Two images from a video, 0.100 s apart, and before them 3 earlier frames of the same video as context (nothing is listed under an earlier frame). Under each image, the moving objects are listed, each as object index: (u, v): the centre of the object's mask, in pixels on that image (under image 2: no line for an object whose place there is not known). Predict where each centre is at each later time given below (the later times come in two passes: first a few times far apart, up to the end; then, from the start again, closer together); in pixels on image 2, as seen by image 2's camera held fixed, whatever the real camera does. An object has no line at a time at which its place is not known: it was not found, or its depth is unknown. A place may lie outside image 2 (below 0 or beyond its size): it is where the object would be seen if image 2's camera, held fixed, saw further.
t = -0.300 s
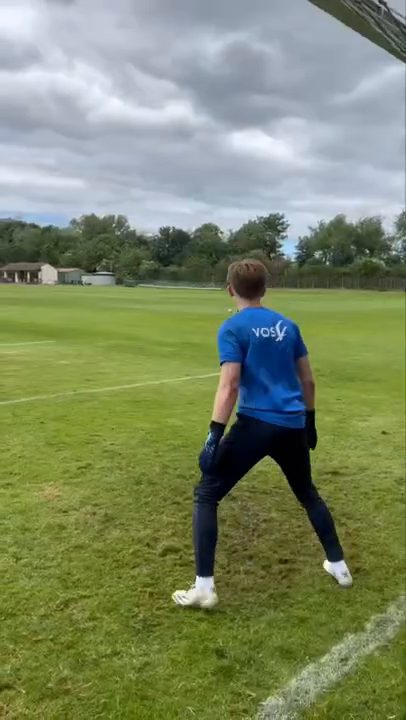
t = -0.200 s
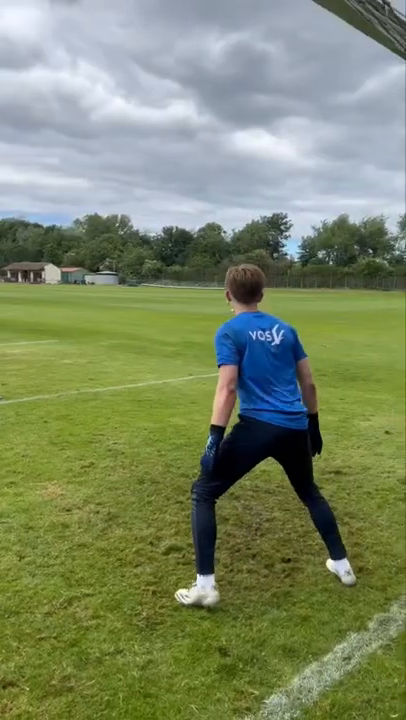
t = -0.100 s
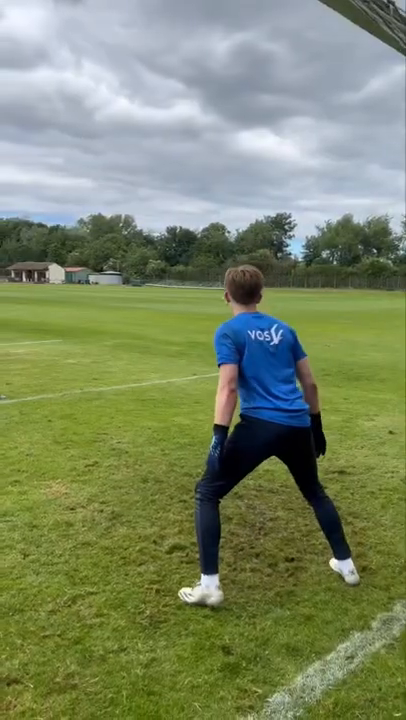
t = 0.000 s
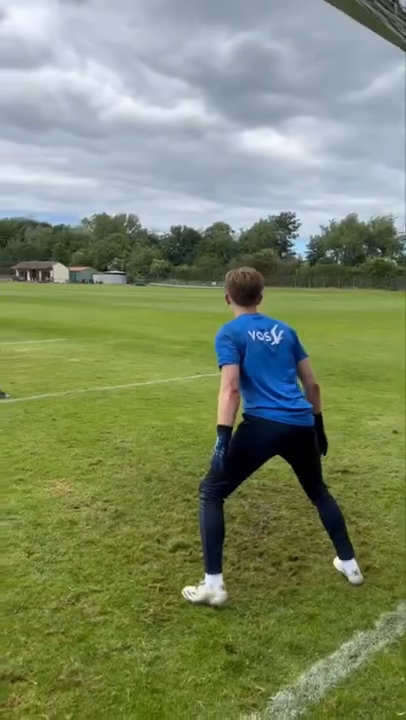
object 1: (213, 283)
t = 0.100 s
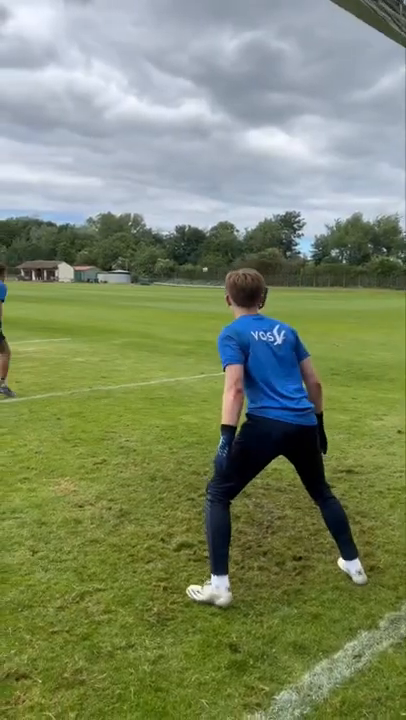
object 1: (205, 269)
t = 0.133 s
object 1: (200, 264)
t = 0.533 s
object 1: (145, 208)
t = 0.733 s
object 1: (110, 182)
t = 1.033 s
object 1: (37, 148)
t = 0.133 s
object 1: (200, 264)
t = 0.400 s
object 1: (165, 227)
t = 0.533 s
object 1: (145, 208)
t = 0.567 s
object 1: (140, 203)
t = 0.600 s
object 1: (134, 198)
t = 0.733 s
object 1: (110, 182)
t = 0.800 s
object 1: (97, 173)
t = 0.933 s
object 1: (66, 156)
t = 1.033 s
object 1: (37, 148)
